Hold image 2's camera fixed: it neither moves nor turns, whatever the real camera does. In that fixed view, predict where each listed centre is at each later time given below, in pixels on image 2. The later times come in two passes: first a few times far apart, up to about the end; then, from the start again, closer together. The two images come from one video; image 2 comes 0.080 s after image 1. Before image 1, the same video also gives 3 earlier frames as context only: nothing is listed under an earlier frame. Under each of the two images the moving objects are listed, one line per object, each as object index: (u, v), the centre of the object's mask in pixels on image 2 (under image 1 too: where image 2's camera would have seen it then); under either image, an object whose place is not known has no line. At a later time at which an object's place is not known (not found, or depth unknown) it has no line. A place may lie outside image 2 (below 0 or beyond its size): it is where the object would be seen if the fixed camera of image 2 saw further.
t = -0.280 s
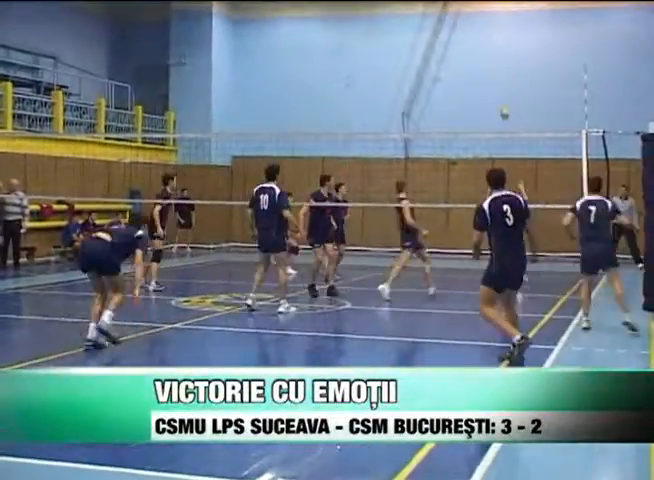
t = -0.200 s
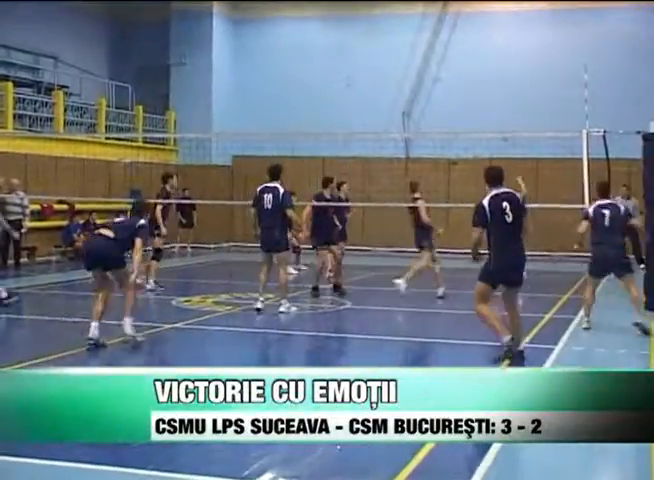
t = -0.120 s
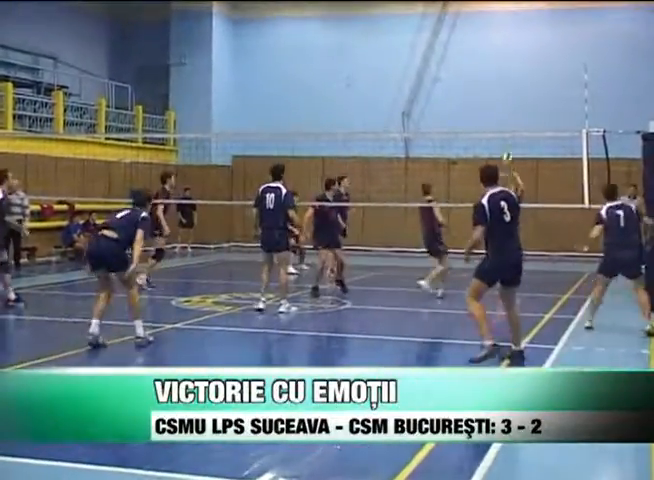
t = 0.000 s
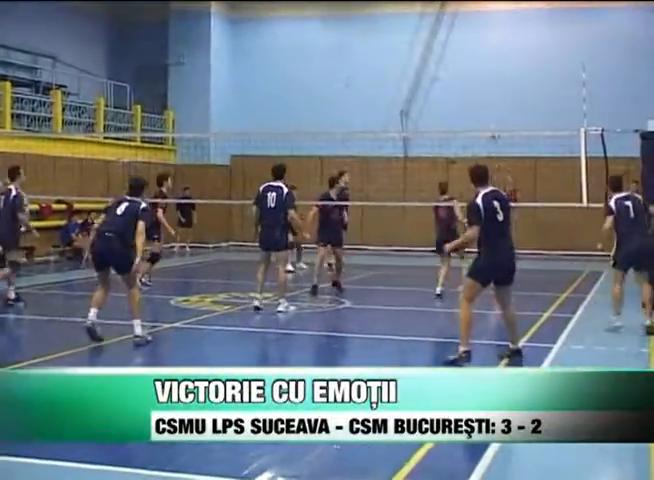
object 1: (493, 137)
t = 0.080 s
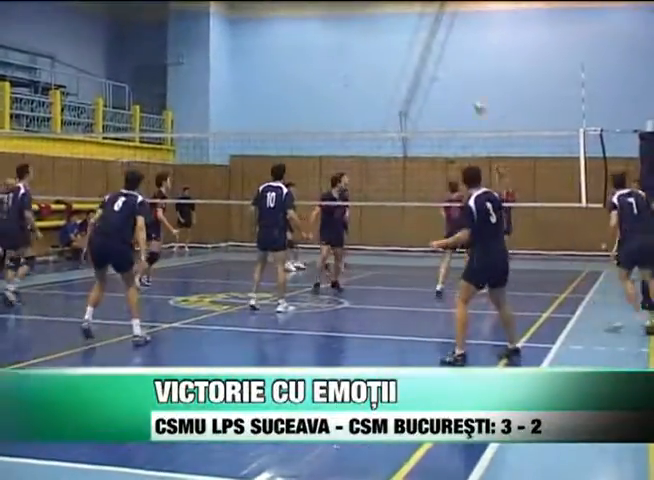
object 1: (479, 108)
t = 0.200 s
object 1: (459, 74)
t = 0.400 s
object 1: (426, 35)
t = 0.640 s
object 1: (385, 17)
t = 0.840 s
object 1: (351, 26)
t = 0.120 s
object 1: (473, 94)
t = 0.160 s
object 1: (466, 85)
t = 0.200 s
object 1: (459, 74)
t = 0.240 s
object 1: (452, 64)
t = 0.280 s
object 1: (446, 55)
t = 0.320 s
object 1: (439, 48)
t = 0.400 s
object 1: (426, 35)
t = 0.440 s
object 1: (419, 30)
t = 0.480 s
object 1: (413, 25)
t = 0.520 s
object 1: (406, 22)
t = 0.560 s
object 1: (400, 19)
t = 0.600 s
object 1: (392, 17)
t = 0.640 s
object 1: (385, 17)
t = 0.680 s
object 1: (379, 16)
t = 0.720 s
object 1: (372, 17)
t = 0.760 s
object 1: (366, 19)
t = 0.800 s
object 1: (358, 23)
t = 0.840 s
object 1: (351, 26)
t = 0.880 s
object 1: (345, 30)
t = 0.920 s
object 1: (338, 36)
